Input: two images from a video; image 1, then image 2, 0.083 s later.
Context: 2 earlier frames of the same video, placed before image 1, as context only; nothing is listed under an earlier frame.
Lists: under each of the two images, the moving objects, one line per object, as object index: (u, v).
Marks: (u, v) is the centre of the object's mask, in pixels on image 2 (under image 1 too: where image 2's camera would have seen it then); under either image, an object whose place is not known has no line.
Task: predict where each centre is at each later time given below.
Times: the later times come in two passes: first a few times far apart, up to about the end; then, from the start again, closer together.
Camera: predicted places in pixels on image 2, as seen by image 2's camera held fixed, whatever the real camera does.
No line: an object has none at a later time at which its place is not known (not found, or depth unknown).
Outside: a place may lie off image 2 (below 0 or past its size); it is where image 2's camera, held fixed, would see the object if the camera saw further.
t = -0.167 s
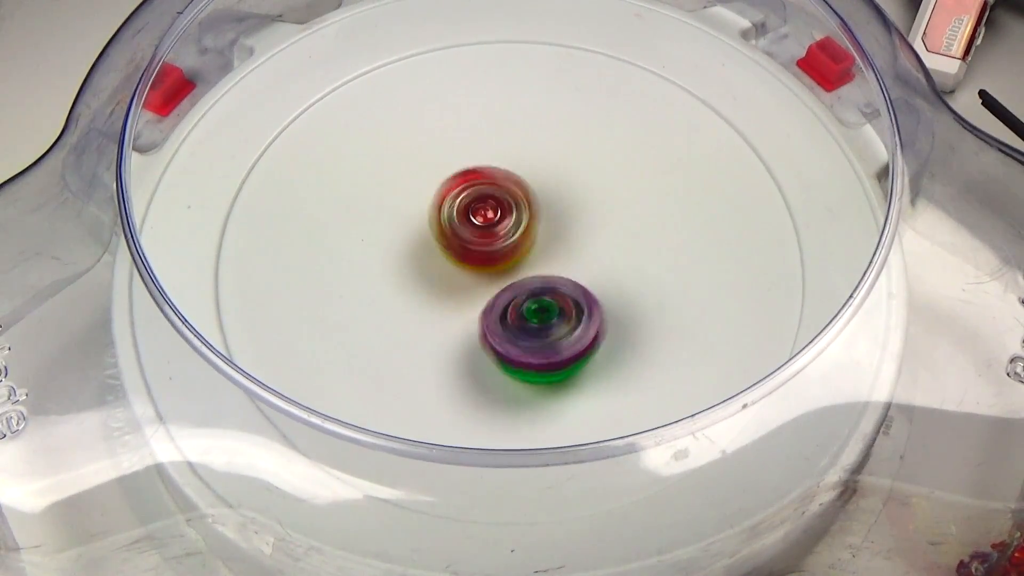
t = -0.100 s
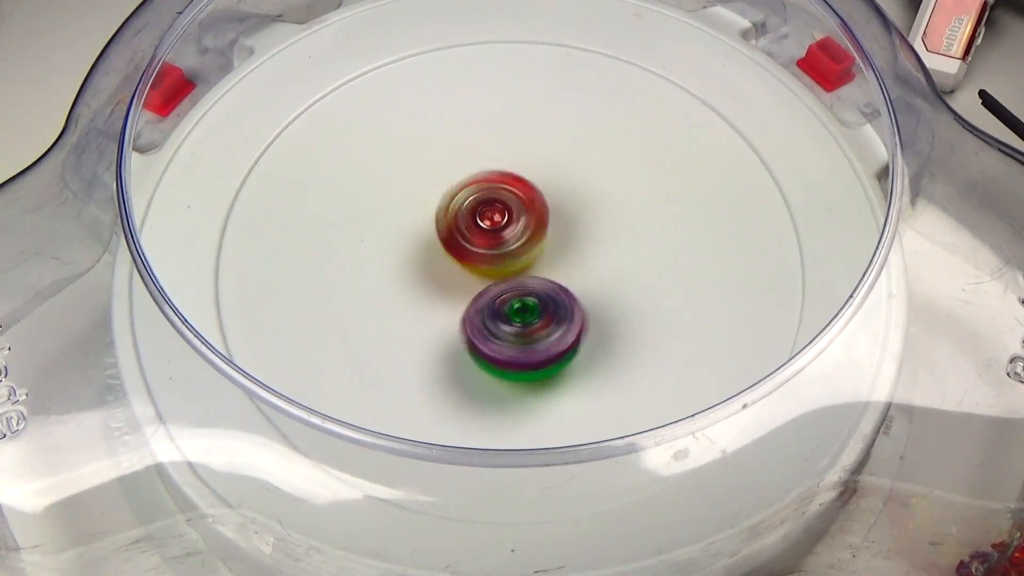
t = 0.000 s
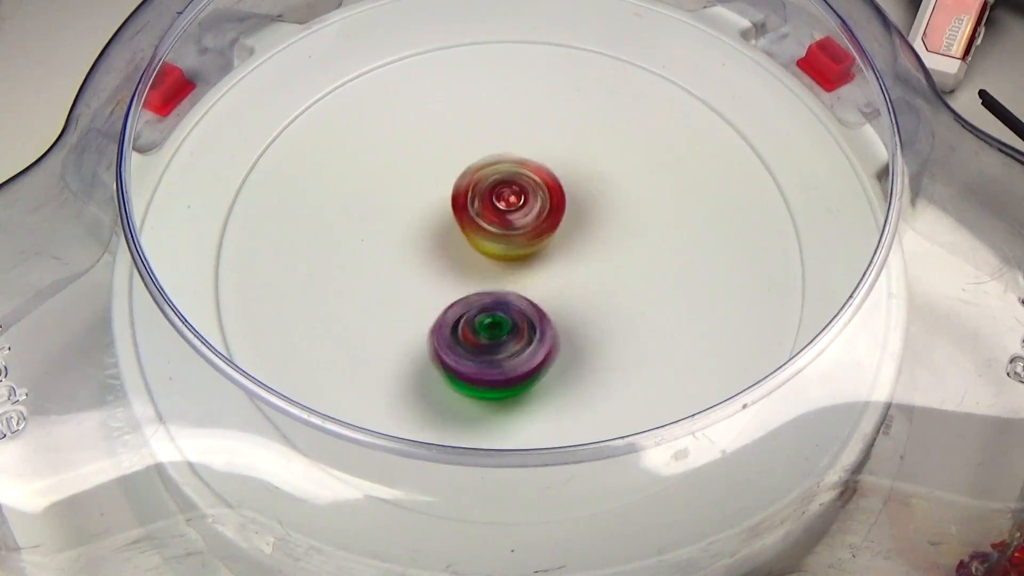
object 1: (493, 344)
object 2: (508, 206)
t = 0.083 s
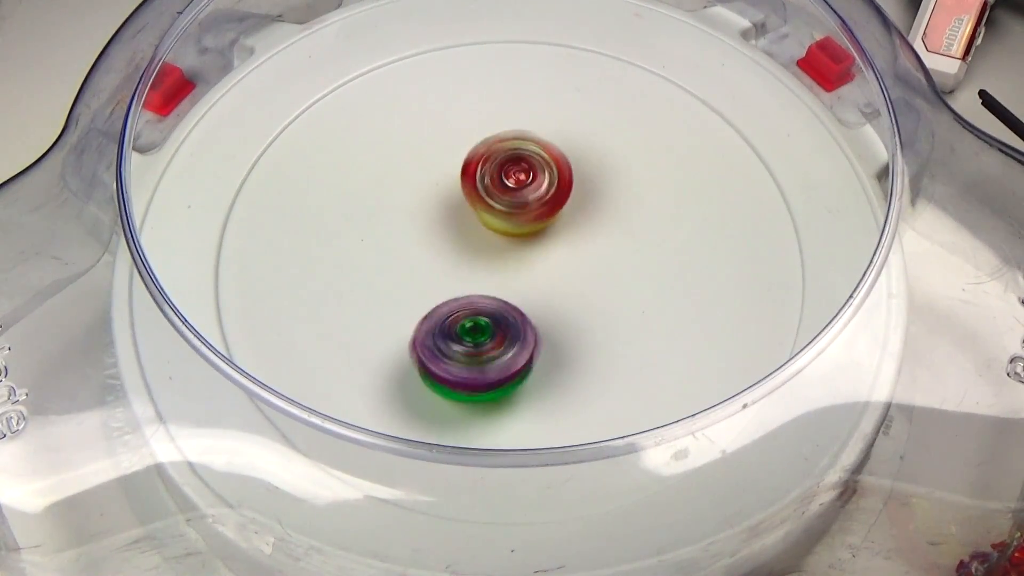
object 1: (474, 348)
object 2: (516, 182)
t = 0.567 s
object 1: (418, 237)
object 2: (560, 215)
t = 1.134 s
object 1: (540, 168)
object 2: (521, 269)
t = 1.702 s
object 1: (598, 274)
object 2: (473, 240)
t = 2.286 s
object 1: (439, 282)
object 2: (533, 216)
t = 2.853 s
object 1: (450, 172)
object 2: (560, 273)
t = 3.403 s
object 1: (581, 203)
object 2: (477, 264)
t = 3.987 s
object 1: (523, 320)
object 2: (502, 197)
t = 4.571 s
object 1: (415, 230)
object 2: (570, 233)
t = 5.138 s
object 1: (551, 181)
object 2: (504, 282)
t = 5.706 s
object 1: (566, 306)
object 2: (459, 222)
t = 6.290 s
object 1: (435, 263)
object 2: (535, 209)
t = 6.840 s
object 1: (441, 178)
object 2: (634, 301)
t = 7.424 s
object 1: (455, 210)
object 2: (565, 281)
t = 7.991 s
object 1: (438, 161)
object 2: (593, 322)
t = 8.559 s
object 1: (449, 206)
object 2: (547, 276)
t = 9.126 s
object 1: (467, 203)
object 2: (572, 320)
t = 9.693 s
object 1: (467, 205)
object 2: (518, 292)
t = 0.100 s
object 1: (471, 347)
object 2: (518, 180)
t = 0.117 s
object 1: (469, 345)
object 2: (518, 177)
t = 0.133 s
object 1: (464, 343)
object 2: (520, 176)
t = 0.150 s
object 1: (463, 340)
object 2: (520, 175)
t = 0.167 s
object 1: (458, 337)
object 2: (521, 175)
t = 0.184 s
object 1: (457, 334)
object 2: (521, 174)
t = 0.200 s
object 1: (452, 330)
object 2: (521, 175)
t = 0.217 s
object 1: (451, 326)
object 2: (521, 176)
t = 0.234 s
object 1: (447, 322)
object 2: (522, 177)
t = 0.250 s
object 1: (445, 318)
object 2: (522, 178)
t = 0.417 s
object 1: (430, 270)
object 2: (528, 202)
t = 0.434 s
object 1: (431, 266)
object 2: (528, 205)
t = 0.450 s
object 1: (428, 261)
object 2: (531, 207)
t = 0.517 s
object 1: (418, 247)
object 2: (550, 211)
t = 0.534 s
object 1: (418, 244)
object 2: (553, 212)
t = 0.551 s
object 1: (418, 240)
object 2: (557, 214)
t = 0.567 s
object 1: (418, 237)
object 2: (560, 215)
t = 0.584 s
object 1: (419, 232)
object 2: (562, 217)
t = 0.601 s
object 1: (421, 228)
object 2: (564, 218)
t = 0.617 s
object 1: (423, 224)
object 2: (565, 220)
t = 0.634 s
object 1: (425, 220)
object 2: (566, 222)
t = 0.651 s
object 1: (427, 216)
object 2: (567, 224)
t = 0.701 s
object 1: (434, 204)
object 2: (567, 228)
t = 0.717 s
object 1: (438, 200)
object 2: (567, 231)
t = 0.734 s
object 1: (440, 197)
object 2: (566, 232)
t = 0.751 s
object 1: (444, 193)
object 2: (565, 234)
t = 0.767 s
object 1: (446, 190)
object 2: (564, 236)
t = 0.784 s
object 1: (451, 187)
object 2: (562, 238)
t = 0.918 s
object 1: (483, 170)
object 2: (548, 251)
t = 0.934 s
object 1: (486, 168)
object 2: (546, 252)
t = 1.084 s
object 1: (528, 166)
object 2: (528, 267)
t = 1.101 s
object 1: (531, 166)
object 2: (525, 268)
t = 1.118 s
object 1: (536, 168)
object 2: (523, 268)
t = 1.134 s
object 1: (540, 168)
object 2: (521, 269)
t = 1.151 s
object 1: (546, 171)
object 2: (518, 269)
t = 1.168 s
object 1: (549, 172)
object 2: (517, 270)
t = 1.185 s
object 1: (554, 175)
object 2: (514, 270)
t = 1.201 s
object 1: (557, 176)
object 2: (512, 270)
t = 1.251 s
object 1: (569, 184)
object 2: (506, 270)
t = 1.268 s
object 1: (572, 186)
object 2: (505, 270)
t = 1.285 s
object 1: (576, 189)
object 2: (502, 269)
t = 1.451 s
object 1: (603, 220)
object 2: (481, 262)
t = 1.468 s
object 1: (605, 223)
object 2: (478, 262)
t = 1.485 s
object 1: (607, 227)
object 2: (476, 261)
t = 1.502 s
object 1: (608, 231)
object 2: (474, 260)
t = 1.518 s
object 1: (609, 234)
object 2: (472, 258)
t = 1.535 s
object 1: (609, 238)
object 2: (470, 257)
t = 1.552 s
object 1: (610, 242)
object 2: (469, 256)
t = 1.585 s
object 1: (609, 250)
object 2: (469, 253)
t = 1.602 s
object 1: (608, 253)
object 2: (468, 251)
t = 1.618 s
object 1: (607, 257)
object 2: (469, 250)
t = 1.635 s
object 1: (606, 260)
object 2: (469, 248)
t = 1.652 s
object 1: (604, 264)
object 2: (471, 246)
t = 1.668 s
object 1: (602, 267)
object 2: (471, 244)
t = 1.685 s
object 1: (601, 271)
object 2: (473, 242)
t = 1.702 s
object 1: (598, 274)
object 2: (473, 240)
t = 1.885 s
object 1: (553, 304)
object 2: (487, 216)
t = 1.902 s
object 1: (548, 305)
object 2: (488, 214)
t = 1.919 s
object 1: (543, 307)
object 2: (490, 212)
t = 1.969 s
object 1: (527, 310)
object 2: (496, 209)
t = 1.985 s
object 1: (523, 311)
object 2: (497, 208)
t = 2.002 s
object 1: (517, 311)
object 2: (500, 207)
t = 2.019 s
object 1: (512, 311)
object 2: (502, 206)
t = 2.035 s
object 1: (506, 311)
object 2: (505, 205)
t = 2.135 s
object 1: (475, 305)
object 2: (515, 204)
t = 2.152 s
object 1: (473, 303)
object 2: (518, 205)
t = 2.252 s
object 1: (446, 289)
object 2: (530, 212)
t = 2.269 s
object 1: (442, 286)
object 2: (530, 214)
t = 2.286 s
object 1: (439, 282)
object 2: (533, 216)
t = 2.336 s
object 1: (431, 273)
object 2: (537, 218)
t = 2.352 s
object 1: (429, 269)
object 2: (539, 219)
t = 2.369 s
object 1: (427, 266)
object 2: (540, 221)
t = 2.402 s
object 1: (425, 259)
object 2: (542, 226)
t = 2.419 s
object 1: (423, 255)
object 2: (542, 228)
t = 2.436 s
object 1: (424, 252)
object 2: (545, 230)
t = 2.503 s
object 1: (426, 238)
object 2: (549, 238)
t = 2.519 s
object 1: (426, 234)
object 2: (549, 241)
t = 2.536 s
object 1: (428, 231)
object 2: (550, 242)
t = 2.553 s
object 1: (424, 225)
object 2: (556, 245)
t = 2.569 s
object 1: (423, 221)
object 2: (561, 249)
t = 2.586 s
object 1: (420, 216)
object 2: (565, 252)
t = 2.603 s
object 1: (420, 212)
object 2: (568, 255)
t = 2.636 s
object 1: (420, 205)
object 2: (572, 261)
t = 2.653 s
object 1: (419, 201)
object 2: (574, 263)
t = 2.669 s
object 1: (421, 198)
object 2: (575, 265)
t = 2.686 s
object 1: (421, 195)
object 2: (576, 267)
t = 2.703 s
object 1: (424, 193)
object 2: (576, 268)
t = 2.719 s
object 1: (426, 190)
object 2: (576, 269)
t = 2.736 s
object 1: (427, 187)
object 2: (575, 269)
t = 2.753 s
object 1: (431, 185)
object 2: (573, 270)
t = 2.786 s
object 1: (437, 180)
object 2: (569, 272)
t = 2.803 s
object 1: (439, 177)
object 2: (567, 273)
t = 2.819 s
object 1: (443, 176)
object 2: (564, 273)
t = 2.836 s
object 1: (445, 174)
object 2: (562, 273)
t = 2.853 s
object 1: (450, 172)
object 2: (560, 273)
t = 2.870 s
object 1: (452, 171)
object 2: (558, 273)
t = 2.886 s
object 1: (456, 170)
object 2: (555, 273)
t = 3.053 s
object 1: (499, 172)
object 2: (522, 270)
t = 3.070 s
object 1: (505, 172)
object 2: (519, 270)
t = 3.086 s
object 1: (509, 172)
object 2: (514, 272)
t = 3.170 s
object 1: (531, 169)
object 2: (497, 284)
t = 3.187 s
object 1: (537, 169)
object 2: (495, 284)
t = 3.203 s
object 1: (540, 171)
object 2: (492, 284)
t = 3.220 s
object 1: (545, 171)
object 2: (490, 284)
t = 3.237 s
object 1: (549, 174)
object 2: (487, 283)
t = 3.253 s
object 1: (552, 176)
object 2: (485, 282)
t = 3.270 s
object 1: (557, 179)
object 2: (483, 281)
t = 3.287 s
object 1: (560, 181)
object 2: (483, 280)
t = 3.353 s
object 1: (574, 194)
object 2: (480, 271)
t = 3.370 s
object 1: (578, 197)
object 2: (478, 268)
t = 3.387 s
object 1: (580, 201)
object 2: (477, 266)
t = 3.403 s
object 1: (581, 203)
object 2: (477, 264)
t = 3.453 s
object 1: (589, 216)
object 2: (480, 256)
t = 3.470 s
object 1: (590, 220)
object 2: (479, 253)
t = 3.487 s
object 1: (596, 223)
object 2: (474, 251)
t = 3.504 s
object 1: (599, 228)
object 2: (469, 249)
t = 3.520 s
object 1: (601, 230)
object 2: (466, 247)
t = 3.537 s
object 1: (603, 235)
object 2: (465, 245)
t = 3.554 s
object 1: (603, 238)
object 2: (465, 244)
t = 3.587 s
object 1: (603, 247)
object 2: (463, 238)
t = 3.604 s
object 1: (605, 250)
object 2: (462, 236)
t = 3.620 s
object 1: (602, 255)
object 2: (462, 233)
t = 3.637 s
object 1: (602, 259)
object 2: (462, 233)
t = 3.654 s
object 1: (599, 263)
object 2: (464, 231)
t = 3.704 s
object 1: (592, 275)
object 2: (469, 224)
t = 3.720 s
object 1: (592, 278)
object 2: (469, 222)
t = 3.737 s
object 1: (587, 282)
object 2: (471, 221)
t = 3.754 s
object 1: (585, 285)
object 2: (473, 221)
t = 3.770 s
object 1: (581, 288)
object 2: (476, 220)
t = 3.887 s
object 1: (549, 304)
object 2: (492, 215)
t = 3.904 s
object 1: (543, 306)
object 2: (495, 213)
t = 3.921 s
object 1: (539, 311)
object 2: (496, 209)
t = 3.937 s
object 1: (534, 314)
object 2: (496, 204)
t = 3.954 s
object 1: (532, 317)
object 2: (498, 203)
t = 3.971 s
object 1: (526, 319)
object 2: (500, 200)
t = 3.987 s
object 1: (523, 320)
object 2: (502, 197)
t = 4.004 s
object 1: (518, 320)
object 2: (504, 195)
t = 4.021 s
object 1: (512, 321)
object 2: (505, 194)
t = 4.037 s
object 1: (507, 321)
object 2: (507, 193)
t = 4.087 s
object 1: (492, 318)
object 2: (512, 194)
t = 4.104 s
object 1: (488, 316)
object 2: (514, 193)
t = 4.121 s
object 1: (482, 314)
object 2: (514, 194)
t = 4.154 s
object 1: (473, 310)
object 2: (518, 198)
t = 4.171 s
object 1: (468, 308)
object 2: (519, 200)
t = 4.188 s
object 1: (465, 305)
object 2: (521, 201)
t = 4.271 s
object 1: (446, 288)
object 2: (528, 214)
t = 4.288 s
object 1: (443, 284)
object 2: (529, 215)
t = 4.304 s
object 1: (439, 281)
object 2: (531, 215)
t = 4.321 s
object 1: (430, 279)
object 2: (538, 215)
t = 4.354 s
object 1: (418, 276)
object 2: (553, 214)
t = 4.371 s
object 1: (413, 273)
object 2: (558, 214)
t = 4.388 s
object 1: (411, 271)
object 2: (562, 214)
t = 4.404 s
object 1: (408, 268)
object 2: (565, 215)
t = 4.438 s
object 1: (407, 262)
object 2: (572, 218)
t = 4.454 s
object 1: (406, 257)
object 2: (574, 218)
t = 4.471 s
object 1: (407, 254)
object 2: (574, 220)
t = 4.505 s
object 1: (407, 246)
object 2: (574, 225)
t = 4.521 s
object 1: (409, 243)
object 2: (575, 226)
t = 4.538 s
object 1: (410, 238)
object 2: (573, 227)
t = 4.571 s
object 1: (415, 230)
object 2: (570, 233)
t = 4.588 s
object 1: (417, 226)
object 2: (570, 235)
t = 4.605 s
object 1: (420, 224)
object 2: (568, 237)
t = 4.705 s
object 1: (441, 204)
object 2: (552, 247)
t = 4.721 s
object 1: (448, 202)
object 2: (550, 249)
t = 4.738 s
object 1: (450, 198)
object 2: (550, 252)
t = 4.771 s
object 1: (452, 187)
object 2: (554, 263)
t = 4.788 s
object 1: (453, 183)
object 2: (554, 268)
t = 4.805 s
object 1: (458, 179)
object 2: (556, 272)
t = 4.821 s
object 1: (461, 176)
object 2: (558, 277)
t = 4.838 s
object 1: (463, 174)
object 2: (556, 279)
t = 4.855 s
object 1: (469, 174)
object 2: (554, 282)
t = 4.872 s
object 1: (471, 172)
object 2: (553, 285)
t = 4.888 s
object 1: (477, 170)
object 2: (553, 286)
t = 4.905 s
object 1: (482, 170)
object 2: (550, 286)
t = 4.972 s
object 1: (501, 168)
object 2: (540, 285)
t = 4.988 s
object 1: (505, 170)
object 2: (536, 285)
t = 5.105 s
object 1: (540, 181)
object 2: (514, 277)
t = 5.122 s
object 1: (544, 183)
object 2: (509, 277)
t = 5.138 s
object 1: (551, 181)
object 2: (504, 282)
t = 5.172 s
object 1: (562, 181)
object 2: (490, 288)
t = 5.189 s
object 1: (569, 181)
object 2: (486, 291)
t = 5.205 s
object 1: (572, 183)
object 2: (483, 292)
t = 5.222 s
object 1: (574, 185)
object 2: (477, 293)
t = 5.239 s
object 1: (579, 188)
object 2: (472, 293)
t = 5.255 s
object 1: (580, 192)
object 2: (471, 293)
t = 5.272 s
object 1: (584, 194)
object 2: (468, 292)
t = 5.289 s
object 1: (585, 199)
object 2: (465, 291)
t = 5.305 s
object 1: (585, 203)
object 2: (465, 290)
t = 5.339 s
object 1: (589, 213)
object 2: (463, 286)
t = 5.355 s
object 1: (590, 216)
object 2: (463, 284)
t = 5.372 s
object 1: (591, 222)
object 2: (466, 283)
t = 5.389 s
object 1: (590, 227)
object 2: (466, 280)
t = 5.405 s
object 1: (592, 231)
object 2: (465, 278)
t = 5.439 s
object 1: (588, 241)
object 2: (470, 274)
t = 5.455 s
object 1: (589, 246)
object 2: (470, 270)
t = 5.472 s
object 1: (588, 251)
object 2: (468, 269)
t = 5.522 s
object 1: (590, 263)
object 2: (461, 260)
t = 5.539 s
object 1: (591, 266)
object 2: (462, 258)
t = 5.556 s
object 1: (588, 270)
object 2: (462, 254)
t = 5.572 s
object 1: (586, 273)
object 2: (459, 251)
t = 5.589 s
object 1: (584, 277)
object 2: (460, 250)
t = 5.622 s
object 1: (577, 284)
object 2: (463, 243)
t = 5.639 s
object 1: (572, 287)
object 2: (463, 242)
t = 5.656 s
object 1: (570, 291)
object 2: (465, 238)
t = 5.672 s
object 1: (572, 297)
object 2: (462, 231)
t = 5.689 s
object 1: (569, 302)
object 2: (459, 227)
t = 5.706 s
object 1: (566, 306)
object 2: (459, 222)
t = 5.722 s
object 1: (566, 309)
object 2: (458, 216)
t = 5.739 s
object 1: (562, 312)
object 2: (457, 214)
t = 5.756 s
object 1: (557, 313)
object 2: (460, 210)
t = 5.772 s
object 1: (553, 314)
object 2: (460, 206)
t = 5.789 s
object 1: (548, 316)
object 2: (461, 206)
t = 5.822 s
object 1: (537, 317)
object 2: (466, 200)
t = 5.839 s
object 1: (532, 317)
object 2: (468, 201)
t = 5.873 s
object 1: (521, 316)
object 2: (473, 199)
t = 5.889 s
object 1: (515, 315)
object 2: (475, 200)
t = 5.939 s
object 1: (499, 310)
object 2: (483, 201)
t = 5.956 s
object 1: (496, 309)
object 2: (486, 204)
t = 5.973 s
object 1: (490, 306)
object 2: (488, 203)
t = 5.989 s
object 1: (485, 306)
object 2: (491, 202)
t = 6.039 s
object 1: (466, 311)
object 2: (504, 191)
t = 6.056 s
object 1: (461, 311)
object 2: (509, 188)
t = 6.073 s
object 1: (458, 309)
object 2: (511, 186)
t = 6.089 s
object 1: (454, 307)
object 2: (515, 187)
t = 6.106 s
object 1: (451, 305)
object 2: (519, 186)
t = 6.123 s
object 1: (448, 302)
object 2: (521, 185)
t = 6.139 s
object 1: (445, 299)
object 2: (525, 188)
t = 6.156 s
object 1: (441, 296)
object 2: (527, 188)
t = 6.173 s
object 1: (440, 292)
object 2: (528, 191)
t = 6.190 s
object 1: (439, 289)
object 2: (531, 193)
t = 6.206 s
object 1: (436, 284)
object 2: (532, 195)
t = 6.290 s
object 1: (435, 263)
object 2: (535, 209)
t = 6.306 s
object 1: (433, 258)
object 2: (535, 213)
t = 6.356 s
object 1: (417, 250)
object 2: (558, 217)
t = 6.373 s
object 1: (413, 248)
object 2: (566, 217)
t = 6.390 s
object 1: (413, 244)
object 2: (569, 218)
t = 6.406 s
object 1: (413, 242)
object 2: (576, 220)
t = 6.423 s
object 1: (413, 240)
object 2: (578, 222)
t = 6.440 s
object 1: (416, 236)
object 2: (580, 225)
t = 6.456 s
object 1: (417, 234)
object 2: (583, 226)
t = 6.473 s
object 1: (420, 232)
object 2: (582, 228)
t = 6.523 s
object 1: (430, 224)
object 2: (580, 235)
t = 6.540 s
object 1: (434, 220)
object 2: (580, 237)
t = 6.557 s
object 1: (438, 219)
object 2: (576, 238)
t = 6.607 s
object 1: (452, 214)
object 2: (568, 242)
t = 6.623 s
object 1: (456, 211)
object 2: (567, 243)
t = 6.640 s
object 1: (451, 204)
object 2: (576, 251)
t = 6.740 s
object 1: (428, 175)
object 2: (628, 287)
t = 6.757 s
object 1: (429, 172)
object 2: (631, 292)
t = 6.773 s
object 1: (430, 173)
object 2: (635, 295)
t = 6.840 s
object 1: (441, 178)
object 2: (634, 301)
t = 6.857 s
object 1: (444, 180)
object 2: (629, 300)
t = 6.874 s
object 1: (450, 183)
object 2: (629, 300)
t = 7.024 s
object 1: (486, 210)
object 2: (587, 279)
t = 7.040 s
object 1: (490, 215)
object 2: (580, 275)
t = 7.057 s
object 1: (488, 213)
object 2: (584, 278)
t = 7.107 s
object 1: (478, 204)
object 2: (590, 290)
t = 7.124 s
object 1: (477, 202)
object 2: (592, 294)
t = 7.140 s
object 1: (473, 201)
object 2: (593, 295)
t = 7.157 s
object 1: (473, 201)
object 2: (591, 298)
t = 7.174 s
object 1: (471, 202)
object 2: (592, 298)
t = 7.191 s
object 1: (470, 203)
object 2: (588, 299)
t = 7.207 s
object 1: (469, 204)
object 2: (588, 299)
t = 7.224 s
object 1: (468, 206)
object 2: (583, 298)
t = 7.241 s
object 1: (467, 206)
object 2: (583, 296)
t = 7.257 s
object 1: (465, 208)
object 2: (579, 295)
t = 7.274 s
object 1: (466, 209)
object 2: (579, 293)
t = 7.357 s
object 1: (464, 216)
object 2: (562, 280)
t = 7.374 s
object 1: (465, 217)
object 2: (561, 279)
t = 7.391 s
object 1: (464, 217)
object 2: (559, 276)
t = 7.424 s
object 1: (455, 210)
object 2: (565, 281)
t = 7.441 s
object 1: (452, 207)
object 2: (568, 285)
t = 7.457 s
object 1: (448, 205)
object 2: (568, 284)
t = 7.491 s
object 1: (445, 203)
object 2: (569, 285)
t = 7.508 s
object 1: (445, 203)
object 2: (569, 287)
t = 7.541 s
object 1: (443, 202)
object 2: (567, 286)
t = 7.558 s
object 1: (442, 201)
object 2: (565, 283)
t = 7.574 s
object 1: (442, 201)
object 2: (564, 284)
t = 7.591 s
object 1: (442, 200)
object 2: (562, 281)
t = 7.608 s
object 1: (444, 200)
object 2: (561, 280)
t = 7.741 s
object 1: (455, 201)
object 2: (549, 265)
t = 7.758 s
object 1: (456, 202)
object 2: (546, 261)
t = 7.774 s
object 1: (455, 199)
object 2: (553, 267)
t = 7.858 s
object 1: (436, 167)
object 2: (586, 304)
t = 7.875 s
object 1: (435, 163)
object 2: (593, 308)
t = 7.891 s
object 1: (435, 162)
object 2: (594, 315)
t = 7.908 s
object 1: (434, 160)
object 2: (597, 316)
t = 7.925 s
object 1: (434, 159)
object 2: (598, 322)
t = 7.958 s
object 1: (437, 159)
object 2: (596, 324)
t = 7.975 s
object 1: (438, 161)
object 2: (593, 323)
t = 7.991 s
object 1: (438, 161)
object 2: (593, 322)
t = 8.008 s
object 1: (440, 162)
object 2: (590, 322)
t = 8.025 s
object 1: (442, 163)
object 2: (589, 320)
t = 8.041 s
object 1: (446, 164)
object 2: (586, 320)
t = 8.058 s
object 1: (447, 167)
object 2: (584, 316)
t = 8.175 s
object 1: (463, 190)
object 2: (563, 296)
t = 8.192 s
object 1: (466, 193)
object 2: (562, 294)
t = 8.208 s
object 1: (467, 199)
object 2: (557, 288)
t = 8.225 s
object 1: (468, 203)
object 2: (556, 285)
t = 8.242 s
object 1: (469, 207)
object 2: (552, 281)
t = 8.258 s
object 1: (469, 211)
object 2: (551, 277)
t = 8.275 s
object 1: (469, 210)
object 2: (552, 280)
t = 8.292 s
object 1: (465, 209)
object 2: (554, 280)
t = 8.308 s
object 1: (463, 207)
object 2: (557, 284)
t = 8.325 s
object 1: (459, 208)
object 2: (554, 283)
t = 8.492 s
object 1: (453, 210)
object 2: (546, 271)
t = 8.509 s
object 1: (452, 211)
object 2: (545, 271)
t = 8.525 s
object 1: (451, 208)
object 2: (545, 272)
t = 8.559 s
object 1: (449, 206)
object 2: (547, 276)
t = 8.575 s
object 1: (449, 205)
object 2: (548, 275)
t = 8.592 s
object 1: (450, 205)
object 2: (549, 276)
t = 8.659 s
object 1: (456, 205)
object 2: (545, 273)
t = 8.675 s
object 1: (457, 205)
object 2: (547, 273)
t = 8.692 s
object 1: (457, 205)
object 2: (544, 274)
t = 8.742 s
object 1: (457, 198)
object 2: (551, 279)
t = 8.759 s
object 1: (458, 196)
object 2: (553, 280)
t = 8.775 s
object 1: (460, 197)
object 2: (553, 281)
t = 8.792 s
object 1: (461, 197)
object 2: (551, 281)
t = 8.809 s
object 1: (464, 197)
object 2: (554, 281)
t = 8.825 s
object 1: (467, 200)
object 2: (554, 282)
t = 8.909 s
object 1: (470, 208)
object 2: (555, 281)
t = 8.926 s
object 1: (471, 210)
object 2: (551, 279)
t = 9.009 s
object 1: (475, 215)
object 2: (553, 283)
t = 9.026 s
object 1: (475, 218)
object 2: (552, 283)
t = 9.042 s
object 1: (473, 218)
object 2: (553, 289)
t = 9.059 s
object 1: (471, 214)
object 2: (556, 295)
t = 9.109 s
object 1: (467, 204)
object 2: (569, 316)
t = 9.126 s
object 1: (467, 203)
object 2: (572, 320)
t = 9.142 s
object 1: (466, 201)
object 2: (576, 323)
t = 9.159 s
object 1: (467, 200)
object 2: (580, 324)
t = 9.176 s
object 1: (469, 201)
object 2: (583, 326)
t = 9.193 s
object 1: (470, 201)
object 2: (585, 328)
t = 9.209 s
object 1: (470, 201)
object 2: (587, 329)
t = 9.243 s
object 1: (472, 203)
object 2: (589, 326)
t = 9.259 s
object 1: (471, 204)
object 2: (590, 327)
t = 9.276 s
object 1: (472, 203)
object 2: (588, 328)
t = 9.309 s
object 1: (474, 206)
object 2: (586, 320)
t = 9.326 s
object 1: (475, 206)
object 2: (585, 318)
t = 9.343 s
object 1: (477, 208)
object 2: (583, 317)
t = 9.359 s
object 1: (478, 209)
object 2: (580, 315)
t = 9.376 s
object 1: (480, 211)
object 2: (580, 312)
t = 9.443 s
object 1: (484, 221)
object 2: (568, 294)
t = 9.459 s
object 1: (484, 225)
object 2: (567, 292)
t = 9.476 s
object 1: (482, 224)
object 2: (566, 290)
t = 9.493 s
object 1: (480, 222)
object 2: (564, 291)
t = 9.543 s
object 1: (475, 218)
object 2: (557, 291)
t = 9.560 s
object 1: (474, 218)
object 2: (555, 290)
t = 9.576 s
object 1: (473, 217)
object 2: (551, 289)
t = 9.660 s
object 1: (466, 206)
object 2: (528, 291)
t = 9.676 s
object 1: (466, 205)
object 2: (523, 292)
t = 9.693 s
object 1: (467, 205)
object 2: (518, 292)
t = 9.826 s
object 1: (485, 199)
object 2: (476, 300)
